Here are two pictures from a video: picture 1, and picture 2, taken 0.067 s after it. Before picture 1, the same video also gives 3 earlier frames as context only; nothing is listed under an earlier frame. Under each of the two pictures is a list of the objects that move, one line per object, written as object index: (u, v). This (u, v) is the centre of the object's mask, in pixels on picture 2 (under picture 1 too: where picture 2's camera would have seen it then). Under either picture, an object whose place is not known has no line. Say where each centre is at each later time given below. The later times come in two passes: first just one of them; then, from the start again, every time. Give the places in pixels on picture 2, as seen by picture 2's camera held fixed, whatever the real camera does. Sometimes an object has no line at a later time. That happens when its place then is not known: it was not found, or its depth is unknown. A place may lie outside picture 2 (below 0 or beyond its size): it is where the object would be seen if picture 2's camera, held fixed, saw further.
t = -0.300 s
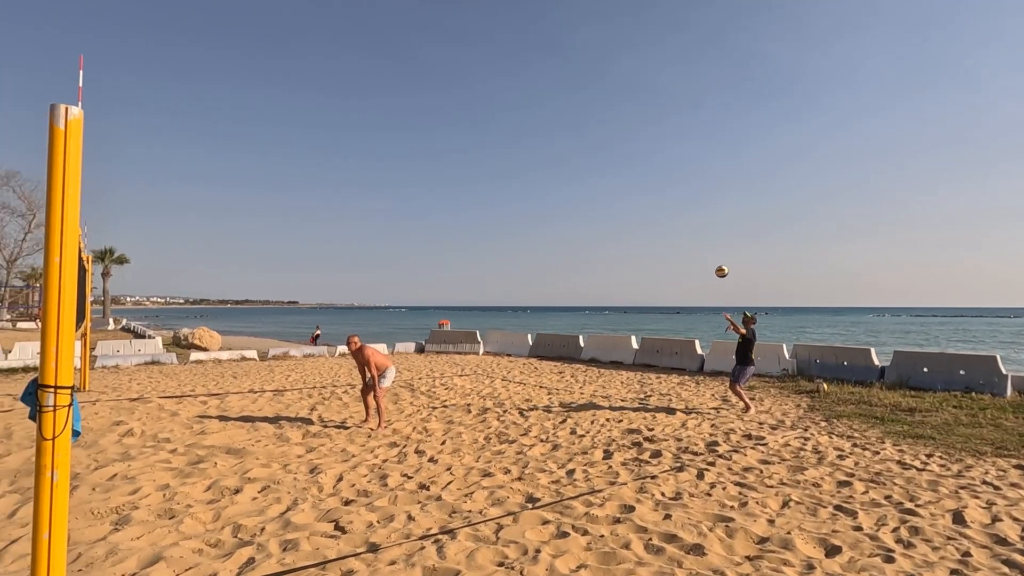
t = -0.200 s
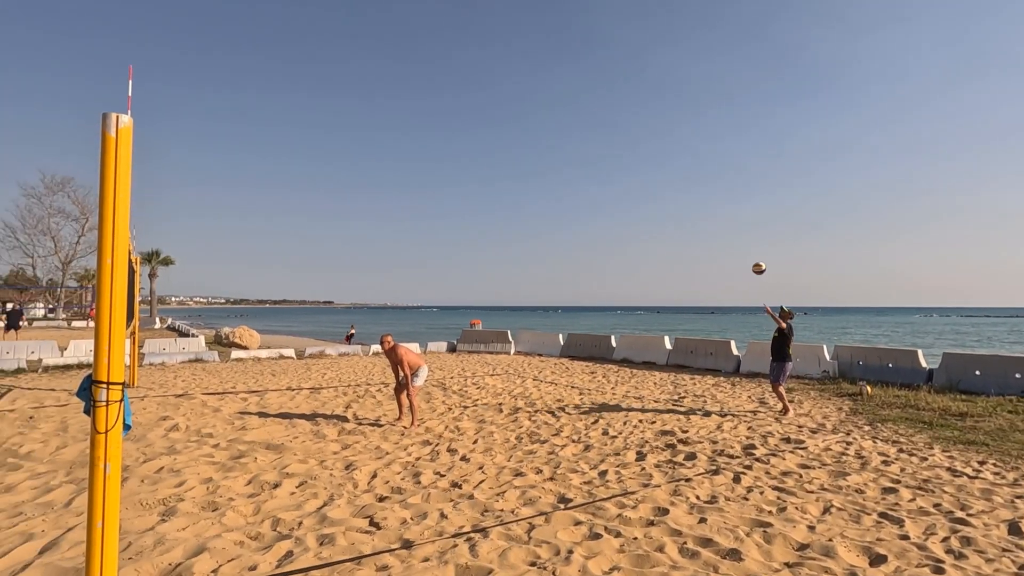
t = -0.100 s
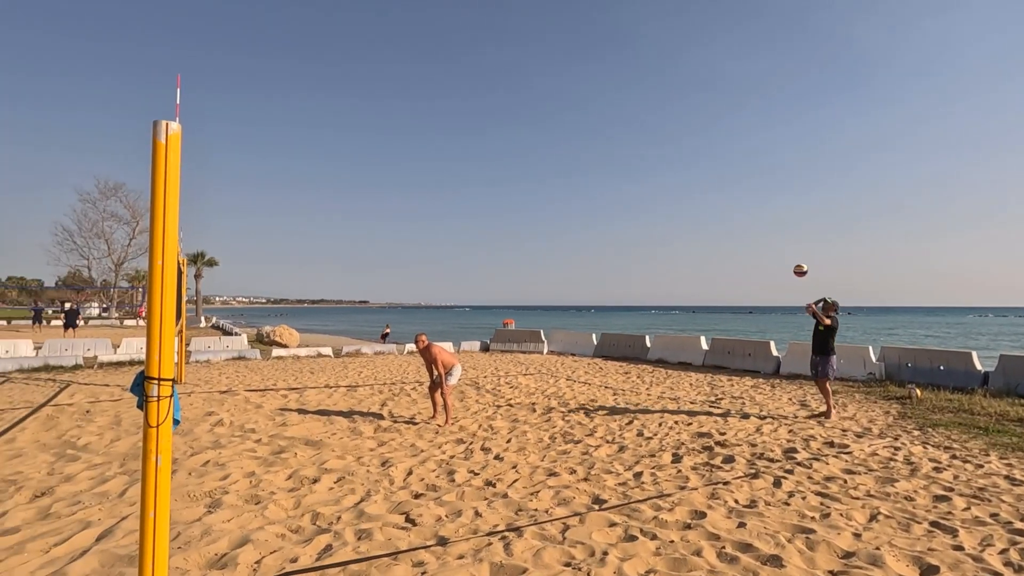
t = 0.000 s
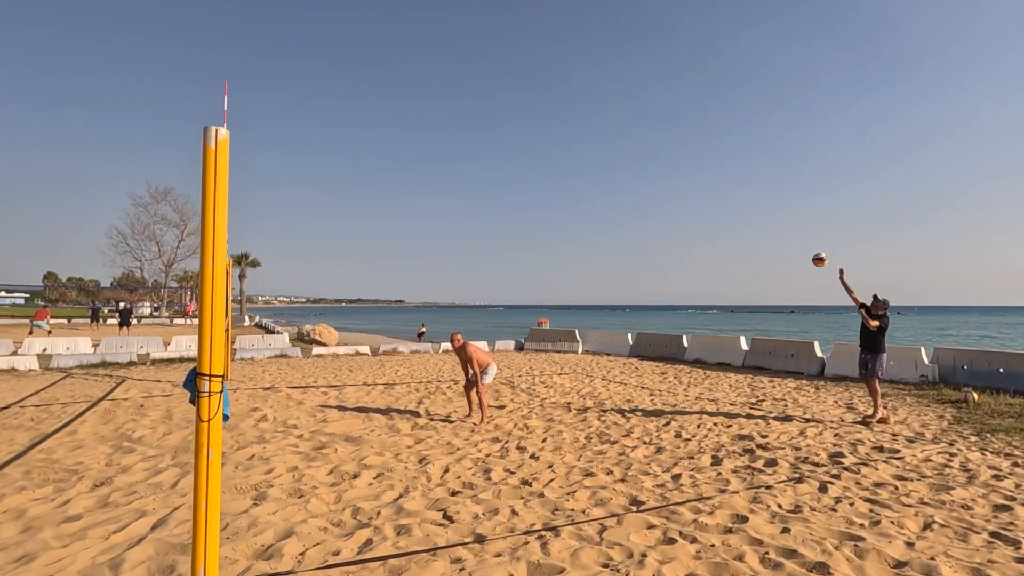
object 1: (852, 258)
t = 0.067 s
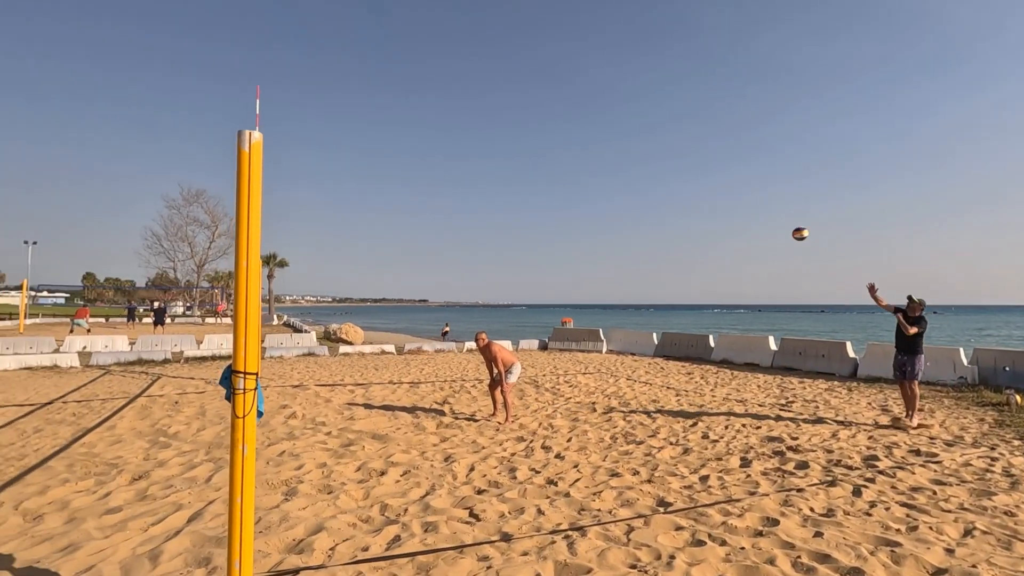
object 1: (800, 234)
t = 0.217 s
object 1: (686, 189)
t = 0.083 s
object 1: (787, 228)
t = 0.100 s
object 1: (775, 222)
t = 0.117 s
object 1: (762, 217)
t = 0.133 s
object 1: (749, 212)
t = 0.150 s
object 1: (737, 207)
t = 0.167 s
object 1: (724, 202)
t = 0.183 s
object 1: (711, 198)
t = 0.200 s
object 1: (699, 193)
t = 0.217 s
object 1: (686, 189)
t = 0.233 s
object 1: (674, 184)
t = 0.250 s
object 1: (661, 180)
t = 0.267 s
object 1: (649, 176)
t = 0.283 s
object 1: (637, 173)
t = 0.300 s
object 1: (624, 170)
